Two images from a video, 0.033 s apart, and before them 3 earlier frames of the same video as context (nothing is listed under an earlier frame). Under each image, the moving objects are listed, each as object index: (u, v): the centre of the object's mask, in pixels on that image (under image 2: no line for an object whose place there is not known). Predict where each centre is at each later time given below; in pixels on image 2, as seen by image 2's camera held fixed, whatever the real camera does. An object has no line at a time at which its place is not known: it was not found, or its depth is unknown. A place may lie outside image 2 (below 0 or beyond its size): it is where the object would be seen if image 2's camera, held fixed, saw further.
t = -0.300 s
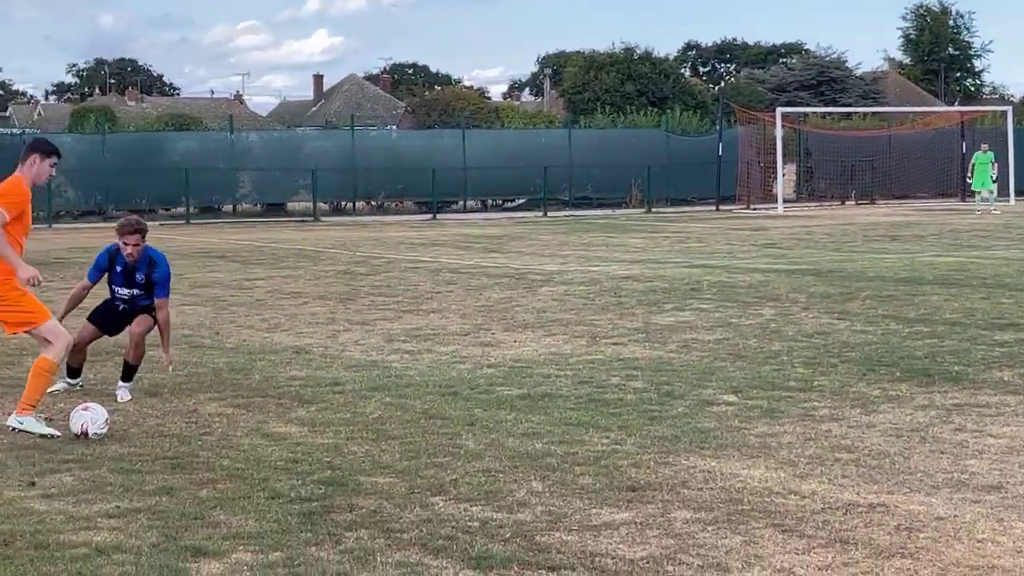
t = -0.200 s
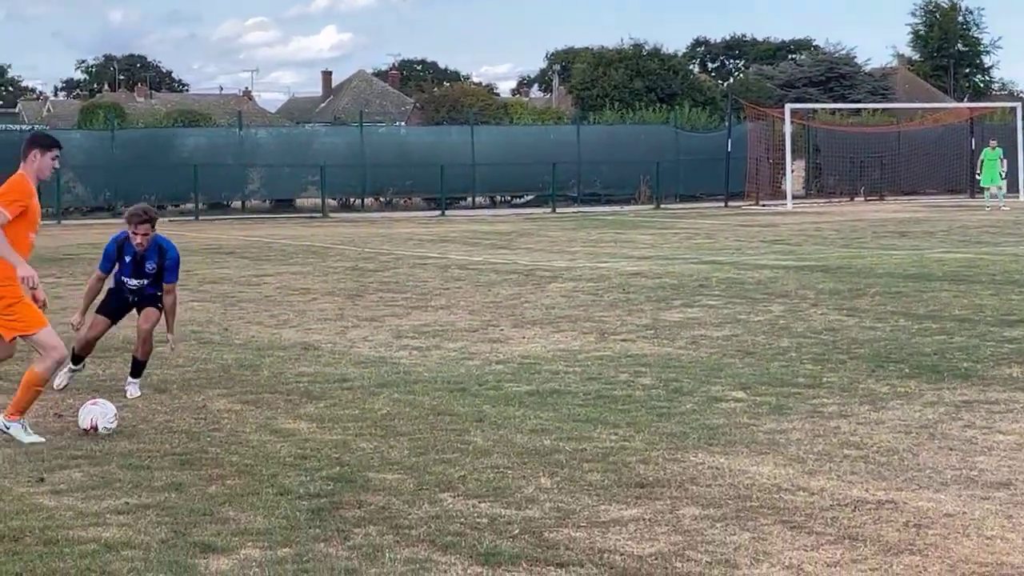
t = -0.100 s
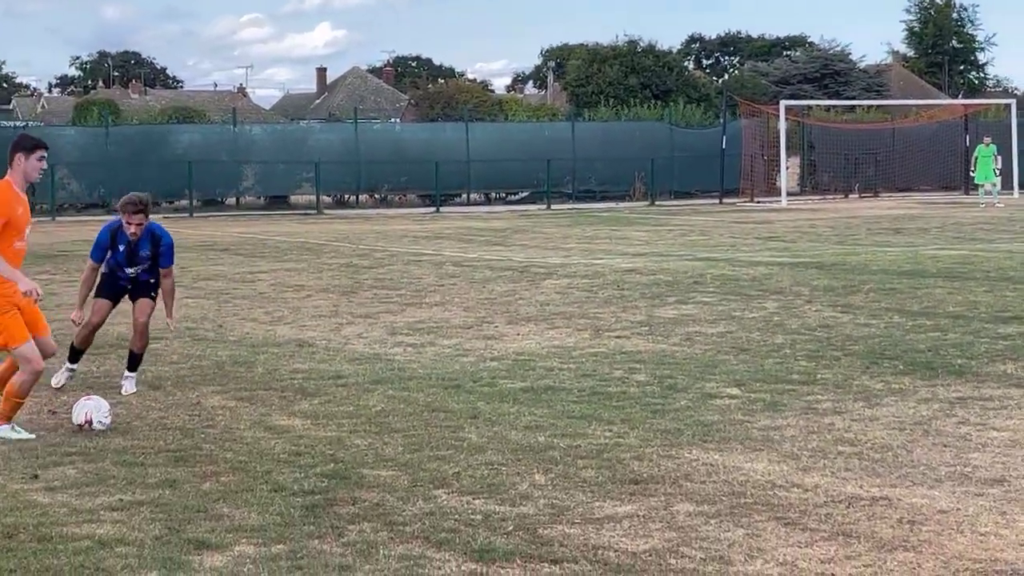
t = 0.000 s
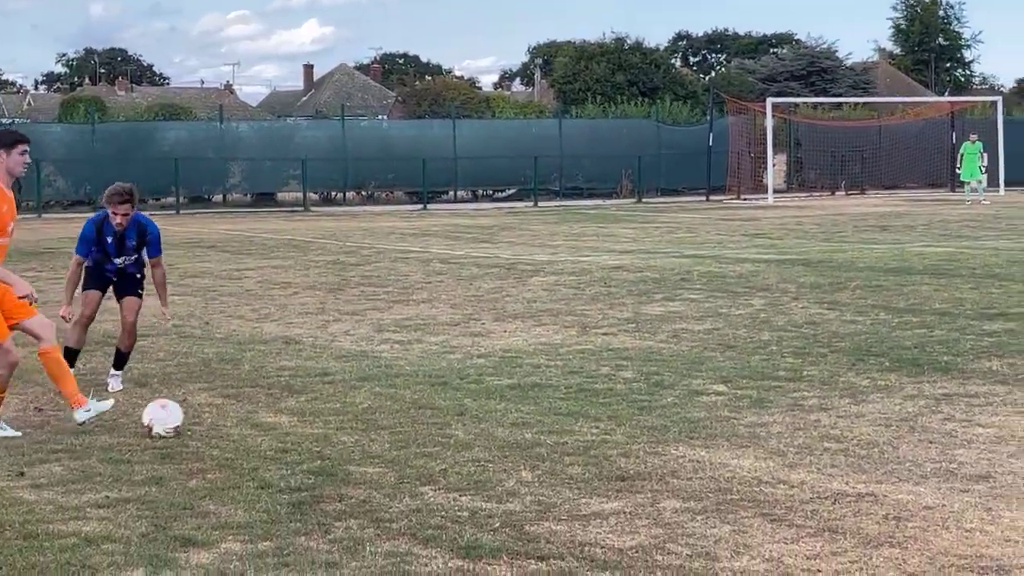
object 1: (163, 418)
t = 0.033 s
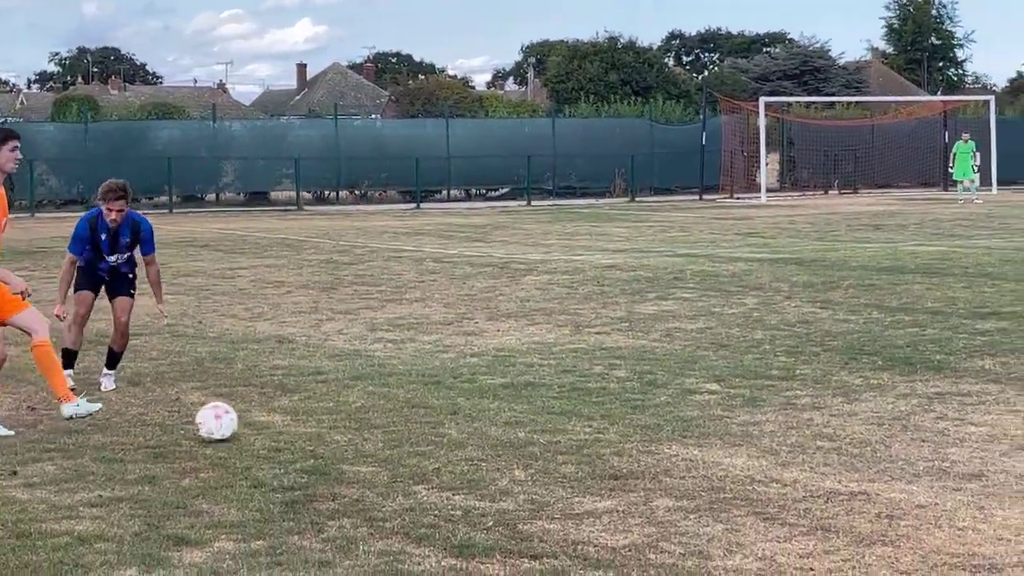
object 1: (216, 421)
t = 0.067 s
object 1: (279, 427)
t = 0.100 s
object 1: (343, 434)
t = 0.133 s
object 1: (408, 438)
